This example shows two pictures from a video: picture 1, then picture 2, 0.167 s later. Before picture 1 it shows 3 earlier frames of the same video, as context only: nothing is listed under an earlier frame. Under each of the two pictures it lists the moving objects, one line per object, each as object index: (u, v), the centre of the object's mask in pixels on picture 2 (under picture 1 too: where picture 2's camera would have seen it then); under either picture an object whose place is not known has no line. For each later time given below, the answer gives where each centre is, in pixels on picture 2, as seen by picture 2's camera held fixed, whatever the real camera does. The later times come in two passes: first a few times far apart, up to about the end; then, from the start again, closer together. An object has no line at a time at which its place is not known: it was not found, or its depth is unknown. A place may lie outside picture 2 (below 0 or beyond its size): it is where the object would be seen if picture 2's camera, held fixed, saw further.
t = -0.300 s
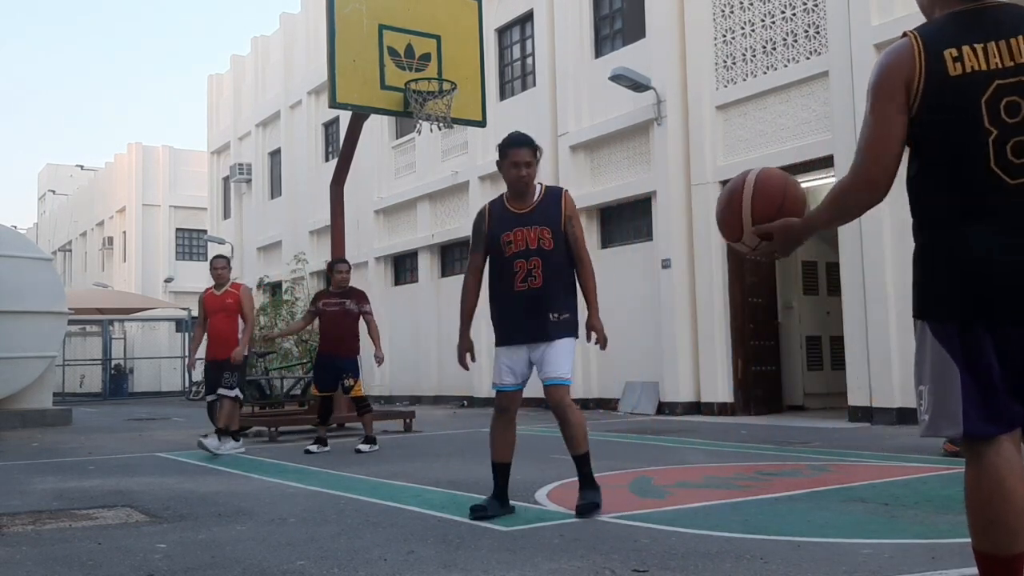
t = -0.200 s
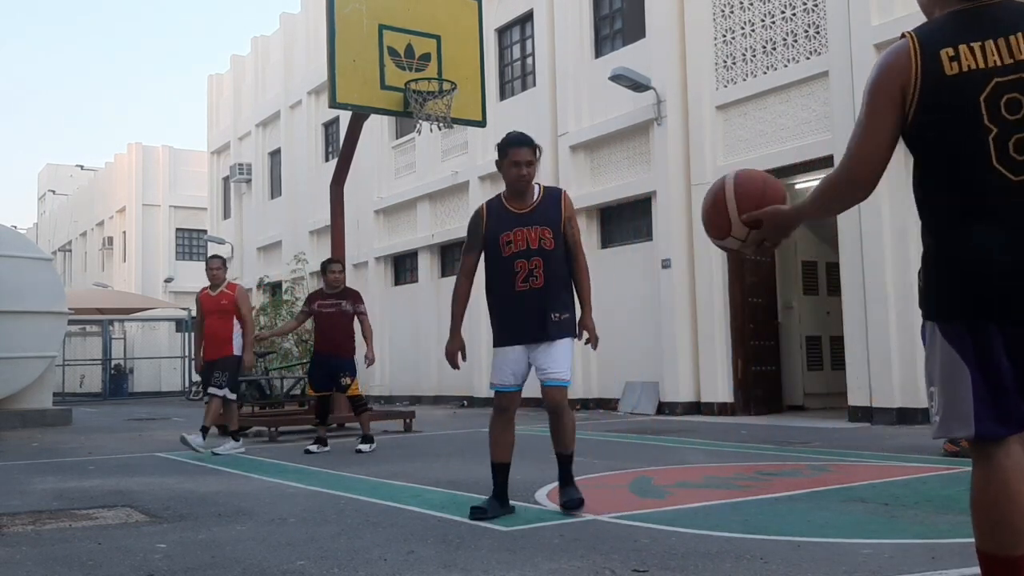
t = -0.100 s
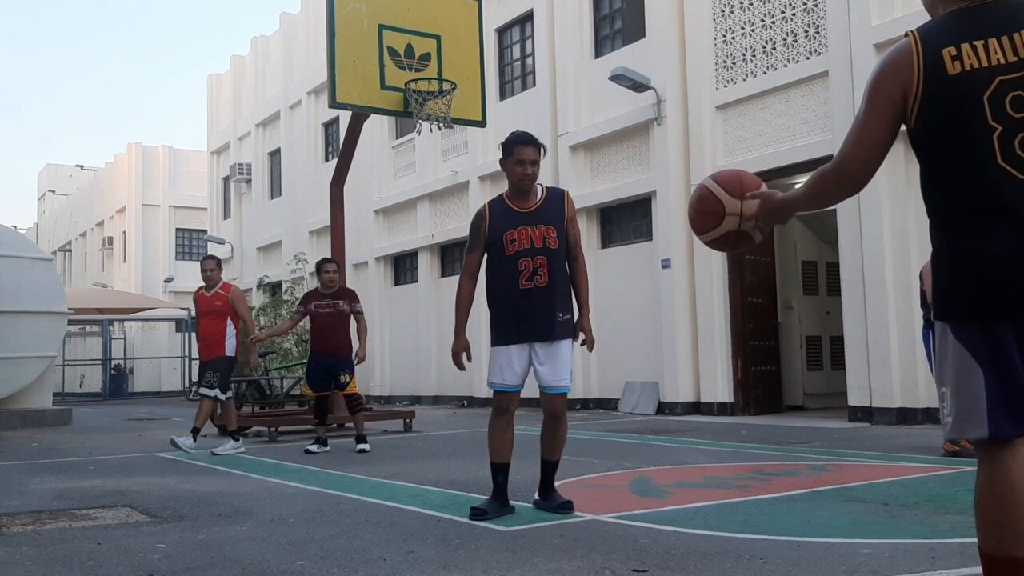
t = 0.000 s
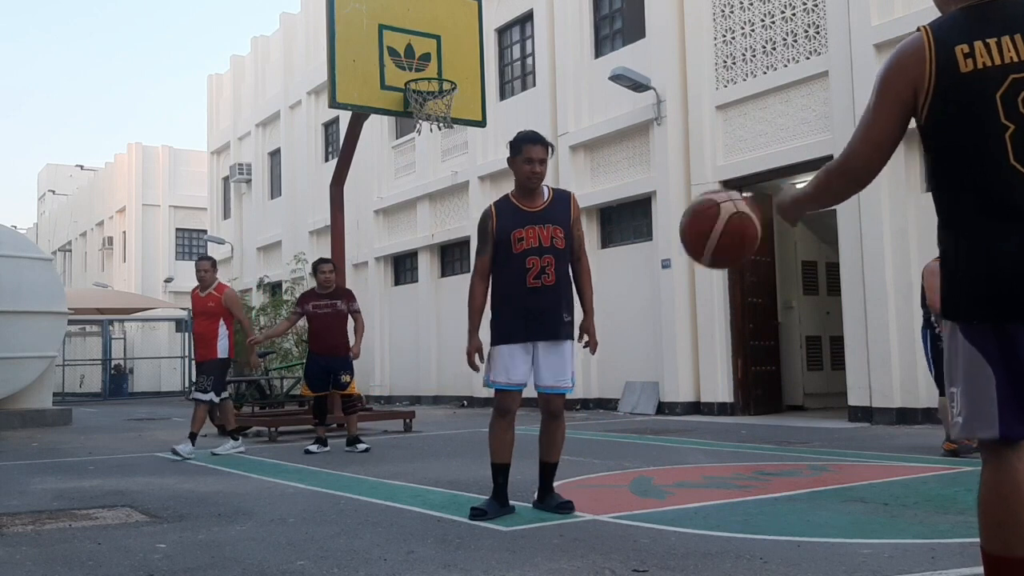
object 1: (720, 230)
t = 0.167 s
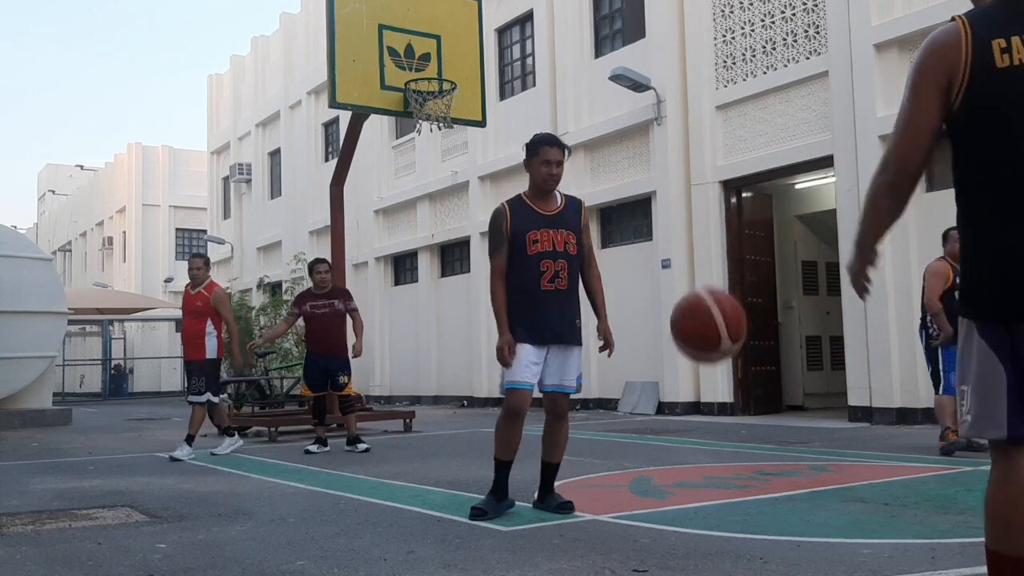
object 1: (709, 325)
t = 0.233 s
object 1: (706, 383)
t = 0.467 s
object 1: (688, 429)
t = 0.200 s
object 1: (707, 353)
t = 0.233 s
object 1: (706, 383)
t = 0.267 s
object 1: (704, 419)
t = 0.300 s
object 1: (703, 456)
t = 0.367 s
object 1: (701, 523)
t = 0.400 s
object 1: (697, 486)
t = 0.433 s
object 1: (692, 456)
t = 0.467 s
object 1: (688, 429)
